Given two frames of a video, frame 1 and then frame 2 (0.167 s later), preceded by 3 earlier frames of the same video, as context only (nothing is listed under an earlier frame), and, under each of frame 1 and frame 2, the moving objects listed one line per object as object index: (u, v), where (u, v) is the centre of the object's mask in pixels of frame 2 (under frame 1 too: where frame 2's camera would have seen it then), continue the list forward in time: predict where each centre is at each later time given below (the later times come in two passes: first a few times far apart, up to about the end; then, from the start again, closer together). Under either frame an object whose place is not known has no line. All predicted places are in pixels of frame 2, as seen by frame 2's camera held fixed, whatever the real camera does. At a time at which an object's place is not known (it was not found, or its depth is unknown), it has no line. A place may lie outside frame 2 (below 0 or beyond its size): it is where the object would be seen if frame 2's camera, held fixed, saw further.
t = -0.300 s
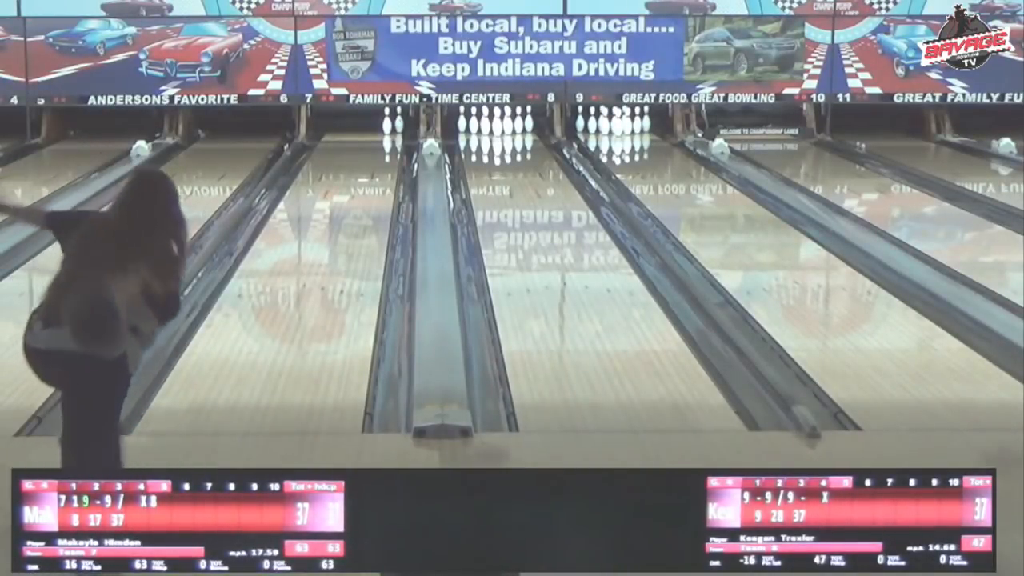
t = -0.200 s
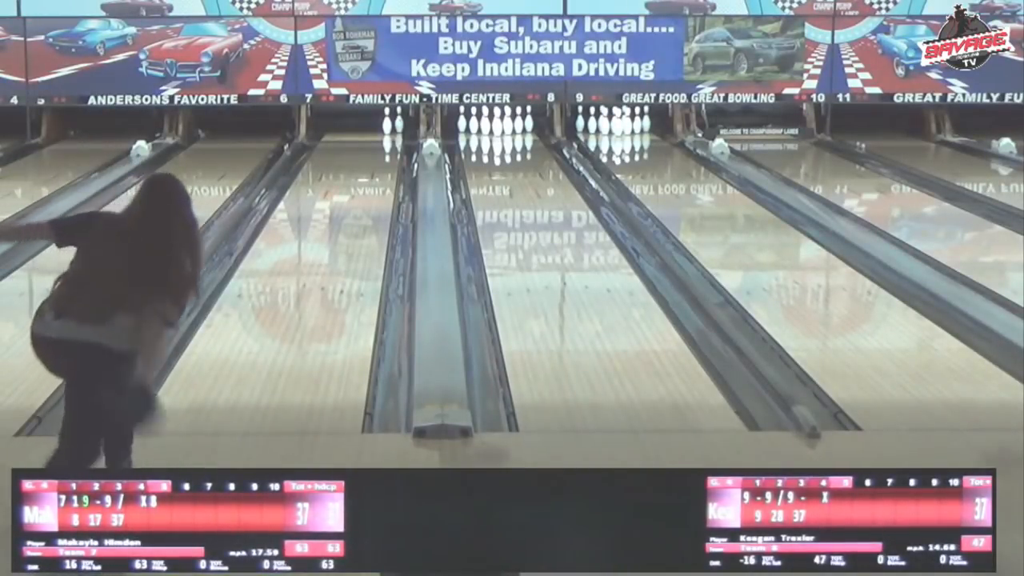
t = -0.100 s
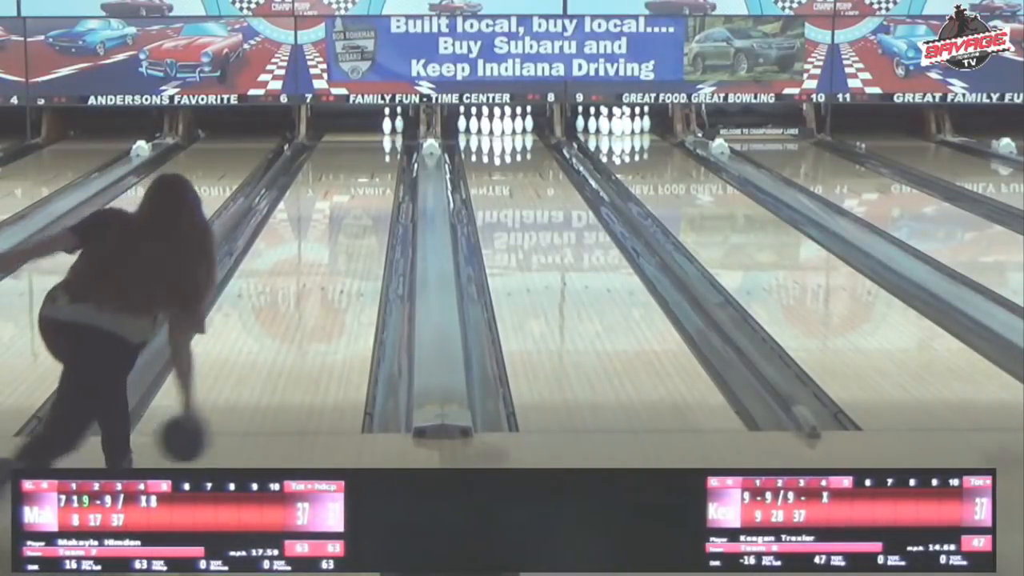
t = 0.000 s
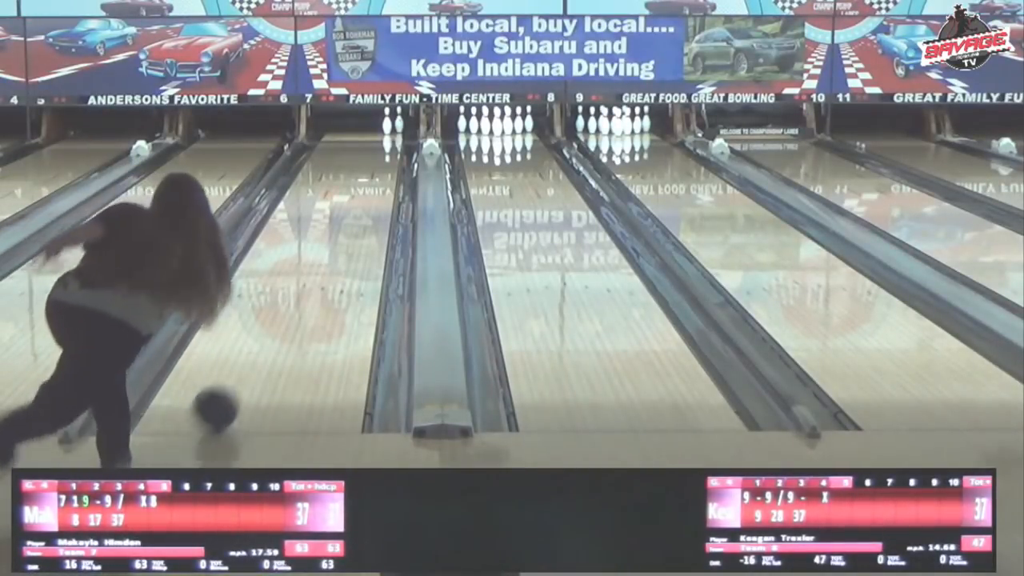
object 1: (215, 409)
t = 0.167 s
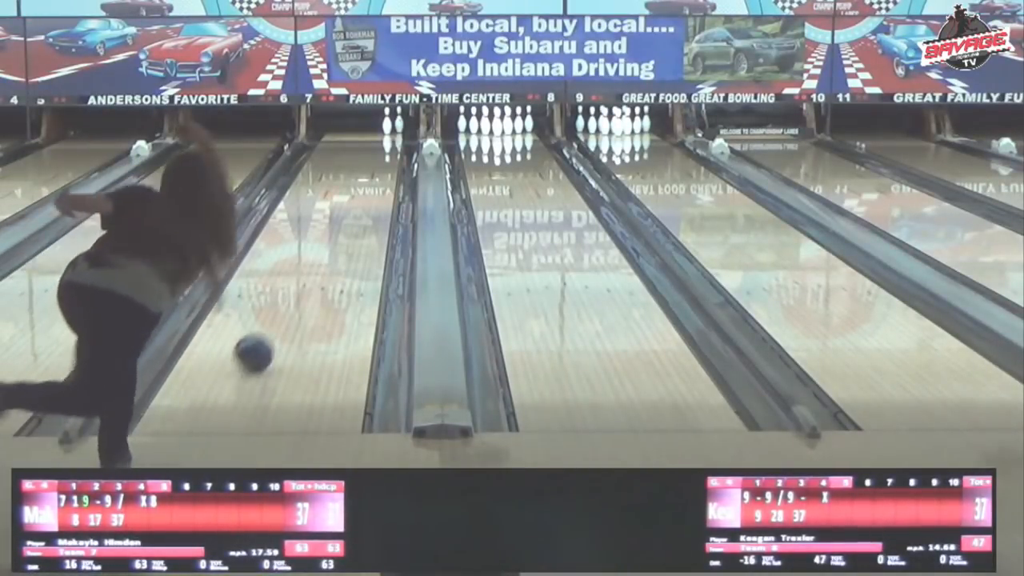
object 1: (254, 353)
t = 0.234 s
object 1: (267, 334)
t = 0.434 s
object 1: (297, 289)
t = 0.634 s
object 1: (320, 254)
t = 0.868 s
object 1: (344, 221)
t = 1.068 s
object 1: (358, 200)
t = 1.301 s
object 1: (369, 179)
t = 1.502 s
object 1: (376, 165)
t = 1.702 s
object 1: (382, 152)
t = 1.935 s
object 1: (388, 140)
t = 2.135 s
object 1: (390, 131)
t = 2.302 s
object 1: (397, 124)
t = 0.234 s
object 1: (267, 334)
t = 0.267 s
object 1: (272, 326)
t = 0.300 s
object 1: (277, 318)
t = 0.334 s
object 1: (283, 310)
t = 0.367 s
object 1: (288, 303)
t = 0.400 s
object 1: (292, 296)
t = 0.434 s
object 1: (297, 289)
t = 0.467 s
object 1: (301, 283)
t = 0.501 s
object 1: (305, 277)
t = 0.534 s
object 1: (309, 271)
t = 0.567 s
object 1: (313, 265)
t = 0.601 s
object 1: (317, 259)
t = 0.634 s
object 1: (320, 254)
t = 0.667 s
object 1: (324, 249)
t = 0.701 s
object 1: (326, 244)
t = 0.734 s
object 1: (328, 239)
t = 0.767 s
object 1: (332, 238)
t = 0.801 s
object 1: (334, 237)
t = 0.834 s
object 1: (342, 223)
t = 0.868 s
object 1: (344, 221)
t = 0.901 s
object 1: (345, 217)
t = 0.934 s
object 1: (348, 214)
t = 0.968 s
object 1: (350, 210)
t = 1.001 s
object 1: (353, 207)
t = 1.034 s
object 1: (356, 204)
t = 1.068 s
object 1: (358, 200)
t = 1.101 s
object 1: (360, 197)
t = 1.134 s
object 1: (362, 193)
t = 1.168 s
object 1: (364, 190)
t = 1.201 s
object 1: (366, 187)
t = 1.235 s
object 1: (367, 184)
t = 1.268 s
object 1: (367, 181)
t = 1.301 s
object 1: (369, 179)
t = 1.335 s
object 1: (370, 176)
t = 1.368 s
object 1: (371, 174)
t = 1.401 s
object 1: (372, 172)
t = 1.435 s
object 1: (374, 170)
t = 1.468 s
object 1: (375, 167)
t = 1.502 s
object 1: (376, 165)
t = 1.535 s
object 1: (377, 163)
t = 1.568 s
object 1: (378, 161)
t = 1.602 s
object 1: (379, 159)
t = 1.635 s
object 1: (381, 156)
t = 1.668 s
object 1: (381, 155)
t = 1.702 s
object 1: (382, 152)
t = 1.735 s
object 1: (383, 151)
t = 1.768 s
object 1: (384, 149)
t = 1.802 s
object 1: (385, 147)
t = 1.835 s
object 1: (386, 145)
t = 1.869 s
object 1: (386, 143)
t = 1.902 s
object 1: (387, 142)
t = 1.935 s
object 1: (388, 140)
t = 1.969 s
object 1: (388, 138)
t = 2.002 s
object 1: (389, 137)
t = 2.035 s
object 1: (389, 135)
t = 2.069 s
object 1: (390, 134)
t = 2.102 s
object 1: (390, 133)
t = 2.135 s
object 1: (390, 131)
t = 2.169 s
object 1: (391, 129)
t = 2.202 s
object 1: (391, 129)
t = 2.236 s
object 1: (392, 127)
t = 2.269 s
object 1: (395, 125)
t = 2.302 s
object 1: (397, 124)
